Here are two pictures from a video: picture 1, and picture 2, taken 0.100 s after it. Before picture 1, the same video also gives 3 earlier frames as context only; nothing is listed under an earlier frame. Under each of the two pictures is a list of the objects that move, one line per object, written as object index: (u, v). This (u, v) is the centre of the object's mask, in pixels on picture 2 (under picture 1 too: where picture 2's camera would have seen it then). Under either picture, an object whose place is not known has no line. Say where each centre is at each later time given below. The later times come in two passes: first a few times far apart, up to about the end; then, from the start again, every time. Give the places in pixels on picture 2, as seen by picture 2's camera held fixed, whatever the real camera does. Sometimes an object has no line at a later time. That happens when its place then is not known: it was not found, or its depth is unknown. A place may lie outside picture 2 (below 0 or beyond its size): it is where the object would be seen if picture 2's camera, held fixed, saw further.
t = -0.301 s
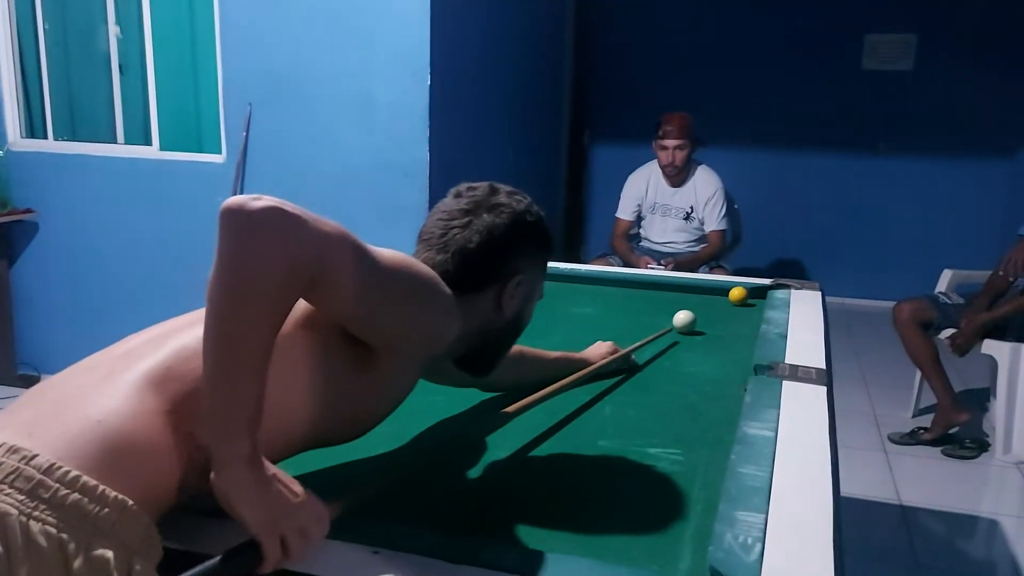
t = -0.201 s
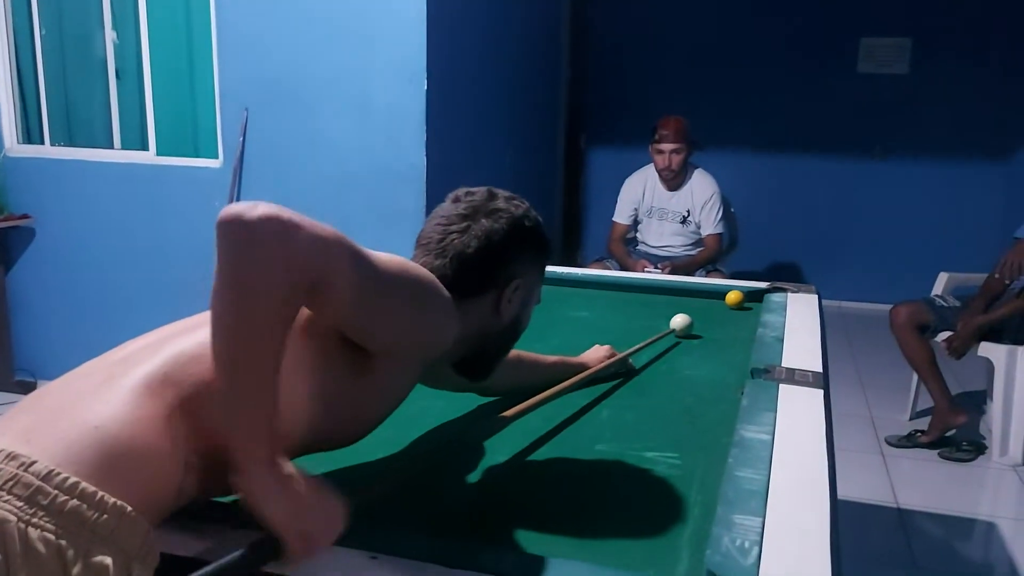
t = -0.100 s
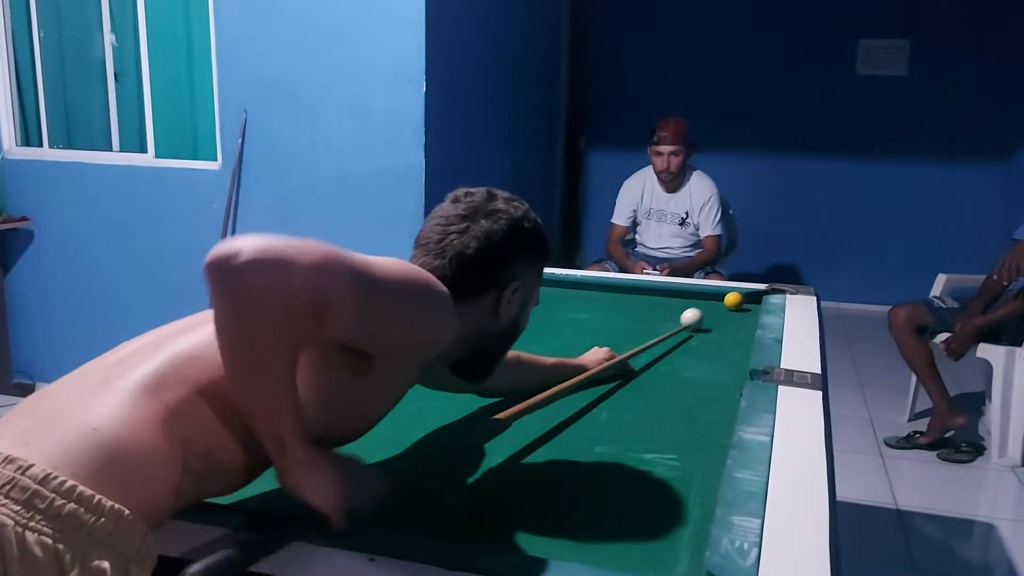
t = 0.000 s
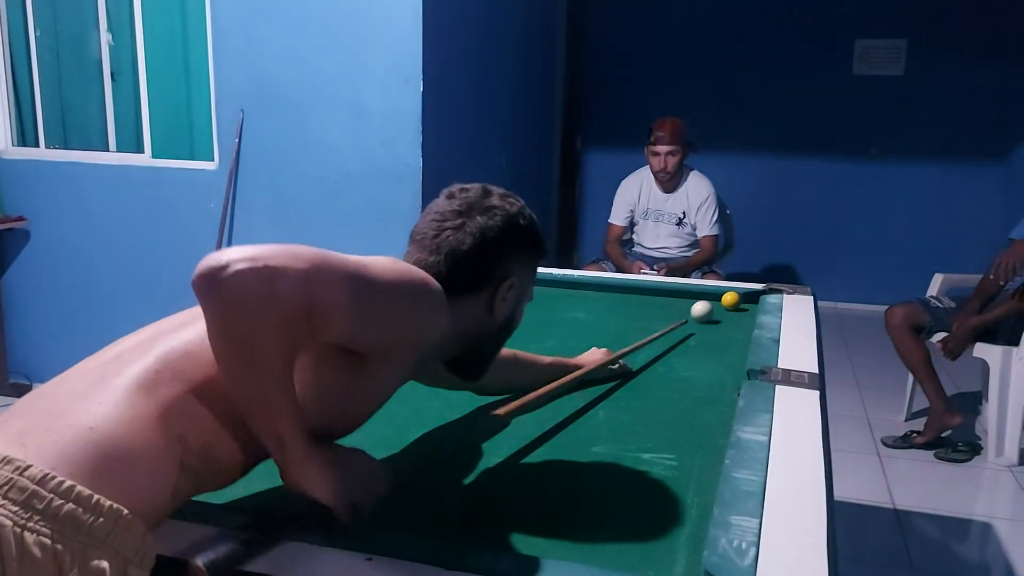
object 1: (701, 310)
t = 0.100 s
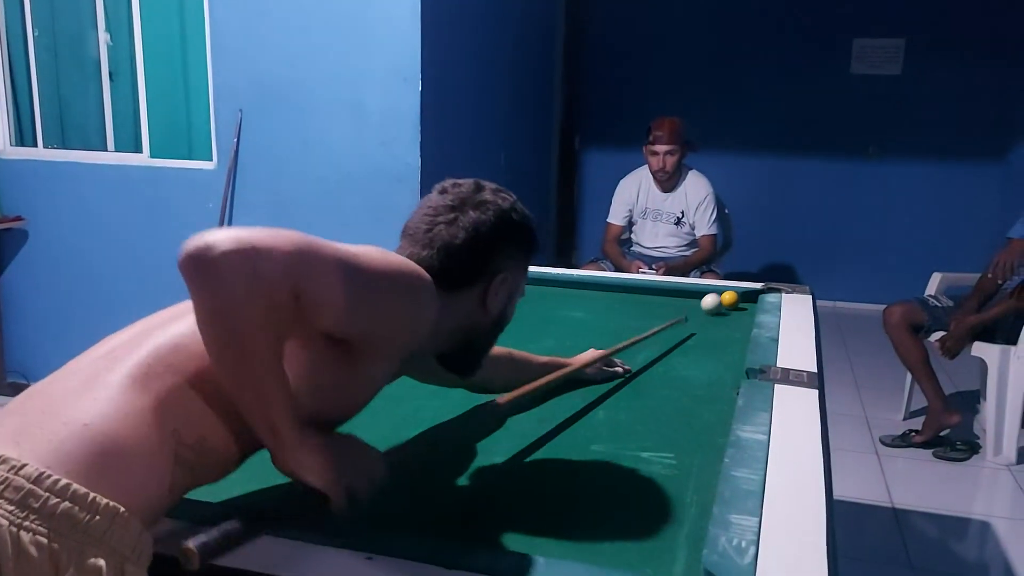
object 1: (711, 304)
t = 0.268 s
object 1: (708, 297)
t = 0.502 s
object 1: (696, 294)
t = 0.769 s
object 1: (681, 298)
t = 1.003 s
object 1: (669, 301)
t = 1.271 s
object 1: (656, 304)
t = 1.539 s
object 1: (644, 306)
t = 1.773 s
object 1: (636, 308)
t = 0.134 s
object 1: (714, 302)
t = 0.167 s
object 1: (713, 300)
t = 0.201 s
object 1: (711, 299)
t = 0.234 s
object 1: (710, 298)
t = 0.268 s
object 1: (708, 297)
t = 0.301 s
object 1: (707, 295)
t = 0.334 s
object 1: (705, 295)
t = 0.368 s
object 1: (703, 293)
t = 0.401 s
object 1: (702, 293)
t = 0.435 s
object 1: (700, 294)
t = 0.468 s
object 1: (698, 294)
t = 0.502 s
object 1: (696, 294)
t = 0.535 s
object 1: (694, 295)
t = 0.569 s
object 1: (692, 295)
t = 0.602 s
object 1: (690, 296)
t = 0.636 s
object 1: (688, 296)
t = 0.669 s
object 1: (686, 297)
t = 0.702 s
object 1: (685, 297)
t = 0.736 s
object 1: (683, 297)
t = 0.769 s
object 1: (681, 298)
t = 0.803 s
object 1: (679, 298)
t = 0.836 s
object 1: (677, 299)
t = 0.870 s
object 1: (676, 299)
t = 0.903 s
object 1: (674, 300)
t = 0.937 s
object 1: (672, 300)
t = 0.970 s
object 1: (671, 300)
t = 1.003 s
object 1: (669, 301)
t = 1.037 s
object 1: (667, 301)
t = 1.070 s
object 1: (665, 301)
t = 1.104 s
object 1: (664, 302)
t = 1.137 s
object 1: (662, 302)
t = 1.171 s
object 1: (661, 303)
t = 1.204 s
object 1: (659, 303)
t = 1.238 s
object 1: (658, 303)
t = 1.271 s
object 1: (656, 304)
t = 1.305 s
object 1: (655, 304)
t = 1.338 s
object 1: (653, 305)
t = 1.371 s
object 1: (652, 305)
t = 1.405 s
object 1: (650, 305)
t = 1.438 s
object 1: (649, 305)
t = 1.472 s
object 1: (647, 306)
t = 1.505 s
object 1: (646, 306)
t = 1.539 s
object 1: (644, 306)
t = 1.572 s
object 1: (643, 307)
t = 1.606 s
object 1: (642, 307)
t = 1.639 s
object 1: (640, 307)
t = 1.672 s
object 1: (639, 308)
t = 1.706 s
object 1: (638, 308)
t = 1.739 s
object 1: (637, 308)
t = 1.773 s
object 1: (636, 308)
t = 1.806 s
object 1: (635, 308)
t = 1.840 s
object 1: (634, 308)
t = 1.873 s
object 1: (630, 303)
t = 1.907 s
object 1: (630, 308)
